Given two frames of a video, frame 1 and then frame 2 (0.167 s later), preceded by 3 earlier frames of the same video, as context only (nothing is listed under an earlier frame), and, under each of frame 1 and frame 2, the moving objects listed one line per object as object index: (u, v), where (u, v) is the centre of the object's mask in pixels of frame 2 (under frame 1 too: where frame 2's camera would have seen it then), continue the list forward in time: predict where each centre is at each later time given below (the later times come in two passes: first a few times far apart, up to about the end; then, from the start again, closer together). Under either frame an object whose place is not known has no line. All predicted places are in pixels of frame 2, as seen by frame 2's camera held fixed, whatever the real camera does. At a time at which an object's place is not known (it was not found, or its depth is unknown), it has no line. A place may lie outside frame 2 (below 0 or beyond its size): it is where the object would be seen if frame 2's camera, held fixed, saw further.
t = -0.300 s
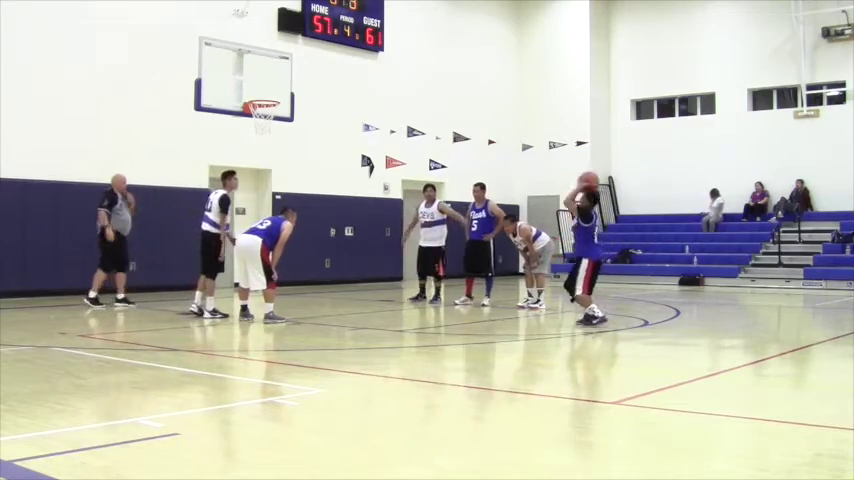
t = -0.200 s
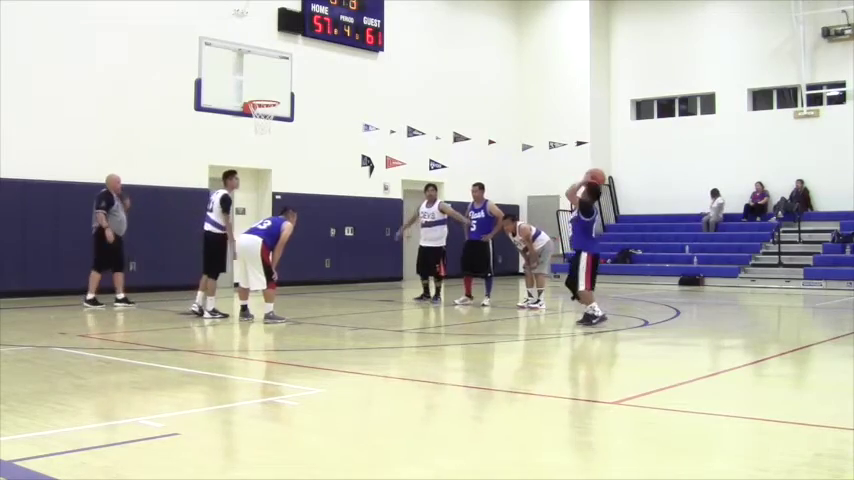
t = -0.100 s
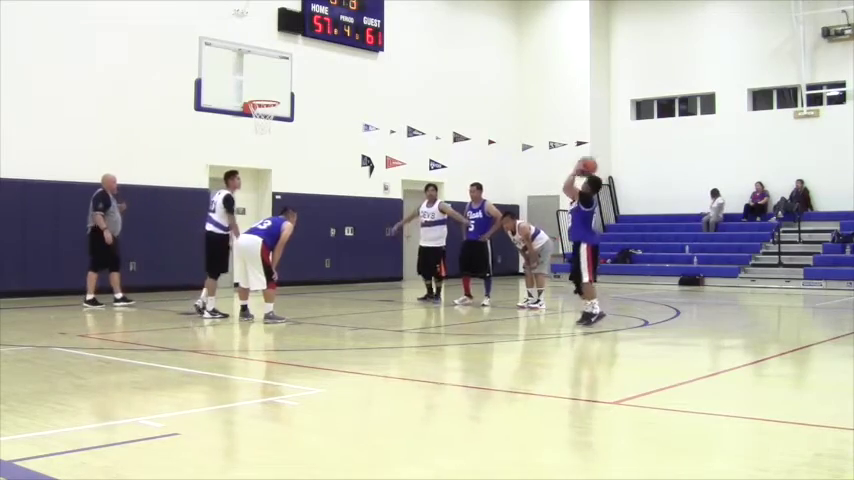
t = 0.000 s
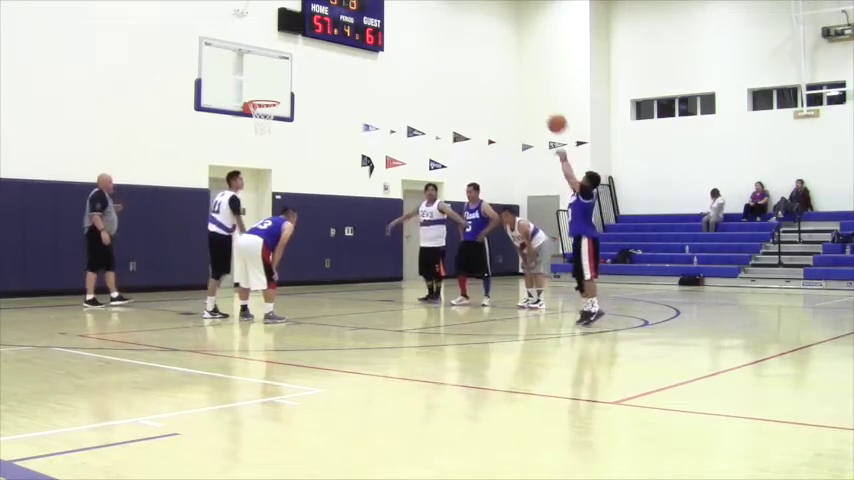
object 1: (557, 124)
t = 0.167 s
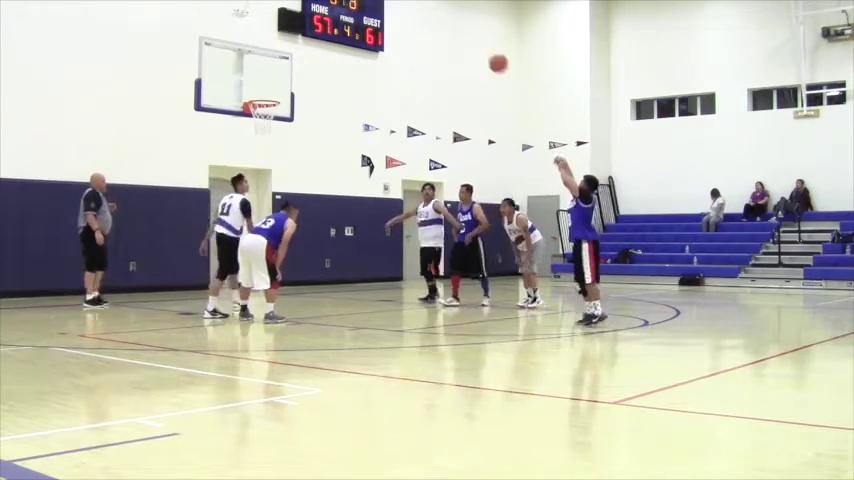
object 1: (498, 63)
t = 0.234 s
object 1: (475, 46)
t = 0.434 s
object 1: (415, 20)
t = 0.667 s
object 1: (352, 28)
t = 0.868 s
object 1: (304, 64)
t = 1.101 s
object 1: (279, 77)
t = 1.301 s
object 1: (281, 65)
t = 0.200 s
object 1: (487, 54)
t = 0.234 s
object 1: (475, 46)
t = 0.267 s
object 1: (465, 40)
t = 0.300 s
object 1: (455, 34)
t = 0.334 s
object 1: (445, 29)
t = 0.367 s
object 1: (435, 26)
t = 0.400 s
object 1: (425, 22)
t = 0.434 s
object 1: (415, 20)
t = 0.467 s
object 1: (406, 19)
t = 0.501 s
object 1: (396, 19)
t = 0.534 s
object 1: (388, 19)
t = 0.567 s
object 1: (378, 21)
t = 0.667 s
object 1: (352, 28)
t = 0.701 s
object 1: (345, 32)
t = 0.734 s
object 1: (336, 36)
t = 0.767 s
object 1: (328, 42)
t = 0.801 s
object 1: (320, 49)
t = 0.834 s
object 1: (312, 56)
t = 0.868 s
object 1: (304, 64)
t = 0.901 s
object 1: (297, 72)
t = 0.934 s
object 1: (289, 81)
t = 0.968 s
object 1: (282, 90)
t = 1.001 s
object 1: (278, 93)
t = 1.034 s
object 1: (279, 87)
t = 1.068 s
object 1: (279, 82)
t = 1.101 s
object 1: (279, 77)
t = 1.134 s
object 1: (280, 74)
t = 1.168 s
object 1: (280, 70)
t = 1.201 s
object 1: (280, 68)
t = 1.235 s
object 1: (281, 66)
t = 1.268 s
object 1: (281, 65)
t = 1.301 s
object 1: (281, 65)
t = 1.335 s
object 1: (282, 65)
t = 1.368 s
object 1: (282, 66)
